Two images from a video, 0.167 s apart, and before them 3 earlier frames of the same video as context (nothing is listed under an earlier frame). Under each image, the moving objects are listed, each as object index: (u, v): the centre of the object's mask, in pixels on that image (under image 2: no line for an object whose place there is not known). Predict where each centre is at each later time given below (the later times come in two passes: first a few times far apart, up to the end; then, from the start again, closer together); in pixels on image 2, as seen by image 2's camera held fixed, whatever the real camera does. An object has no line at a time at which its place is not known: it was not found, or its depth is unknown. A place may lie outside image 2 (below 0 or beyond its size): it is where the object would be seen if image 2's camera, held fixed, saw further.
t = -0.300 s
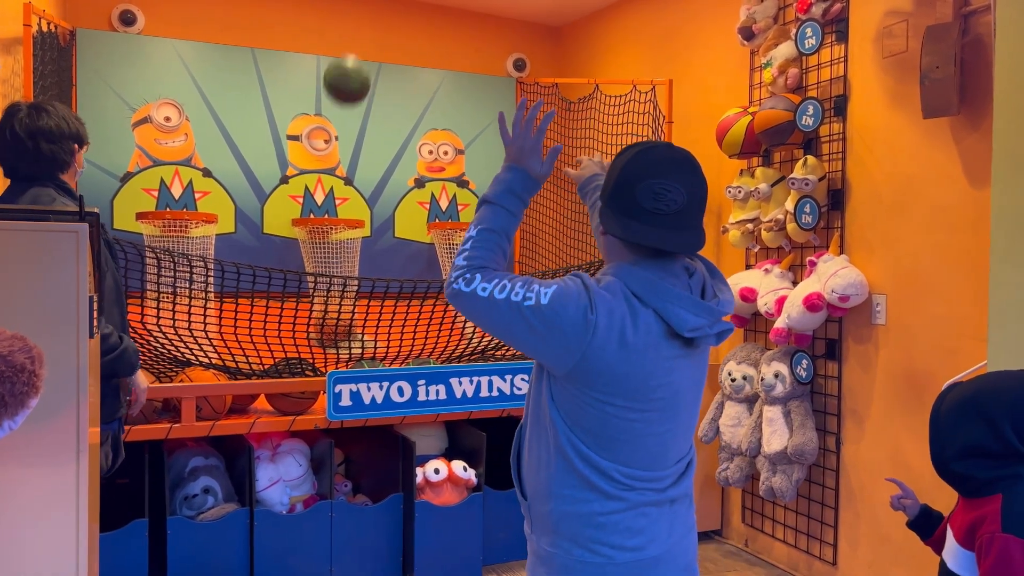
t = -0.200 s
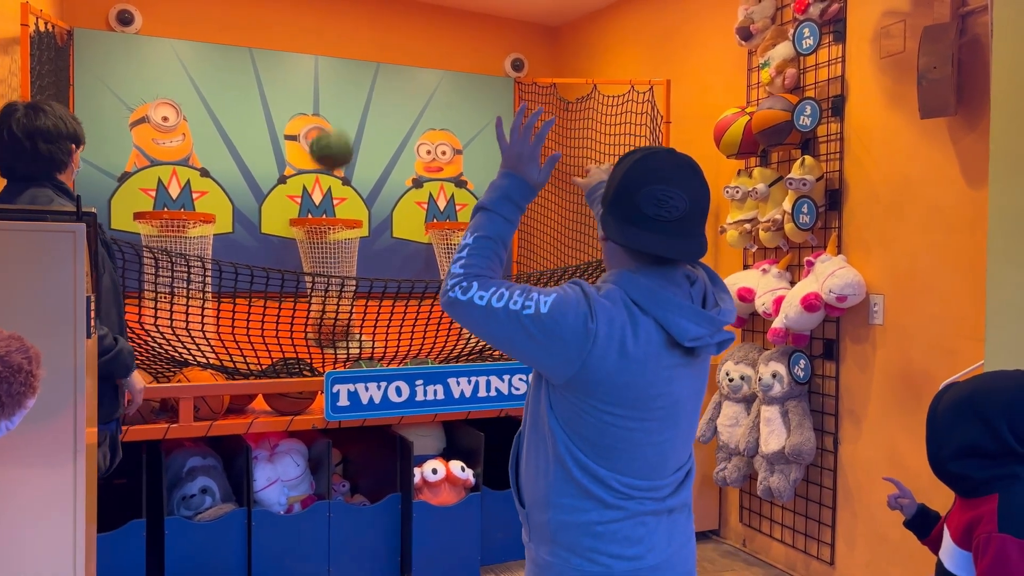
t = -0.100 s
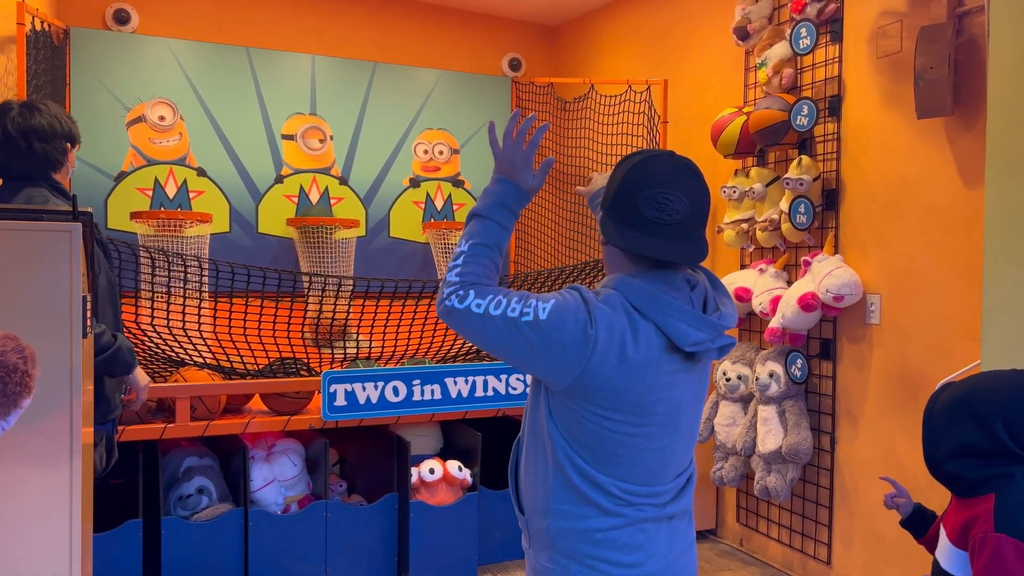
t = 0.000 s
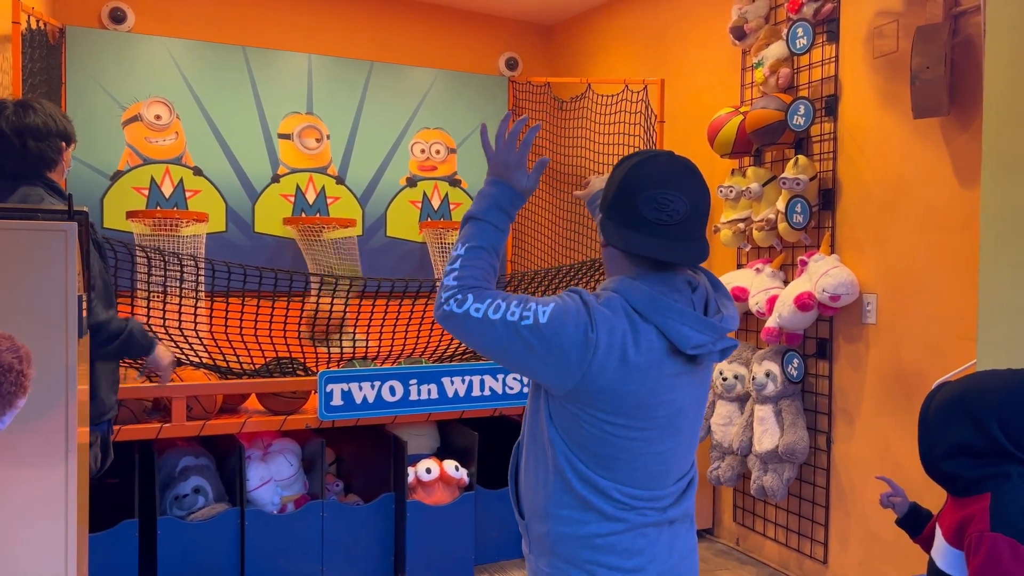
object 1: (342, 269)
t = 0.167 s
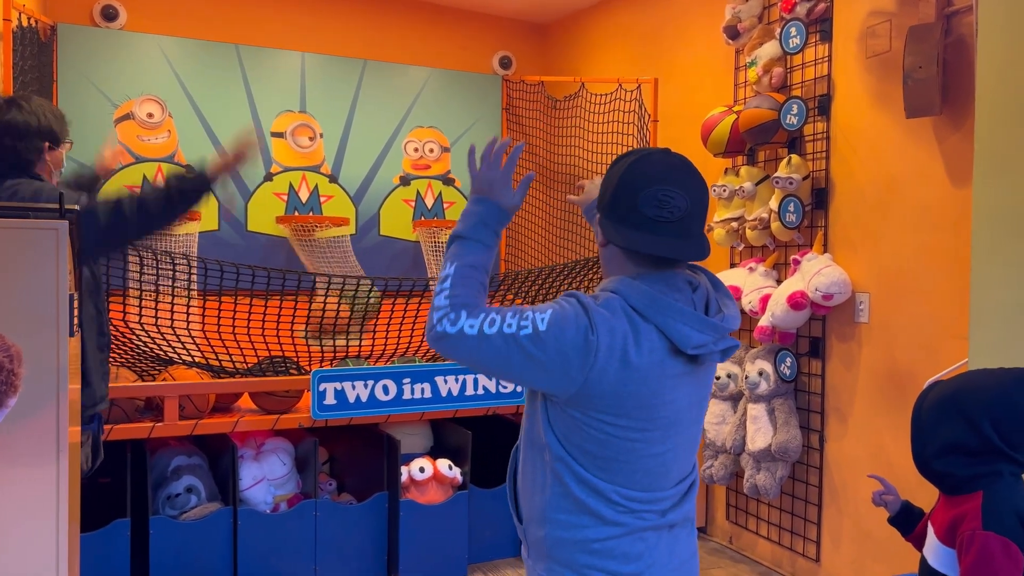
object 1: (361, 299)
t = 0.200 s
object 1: (365, 301)
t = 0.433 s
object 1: (362, 305)
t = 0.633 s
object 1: (357, 305)
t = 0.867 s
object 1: (358, 304)
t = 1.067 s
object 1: (357, 304)
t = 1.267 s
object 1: (357, 307)
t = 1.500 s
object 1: (358, 307)
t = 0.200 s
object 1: (365, 301)
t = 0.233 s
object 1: (367, 301)
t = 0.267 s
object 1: (365, 299)
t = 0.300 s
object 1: (369, 303)
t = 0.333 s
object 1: (368, 303)
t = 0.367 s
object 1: (367, 305)
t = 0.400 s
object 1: (366, 308)
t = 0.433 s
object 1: (362, 305)
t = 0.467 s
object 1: (362, 308)
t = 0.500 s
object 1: (362, 309)
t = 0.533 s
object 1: (359, 306)
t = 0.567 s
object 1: (358, 305)
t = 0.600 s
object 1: (356, 303)
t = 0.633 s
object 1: (357, 305)
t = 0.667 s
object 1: (354, 303)
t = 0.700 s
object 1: (356, 303)
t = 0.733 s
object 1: (356, 304)
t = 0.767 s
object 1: (355, 304)
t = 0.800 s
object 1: (356, 304)
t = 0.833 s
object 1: (357, 304)
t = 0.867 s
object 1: (358, 304)
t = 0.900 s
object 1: (358, 304)
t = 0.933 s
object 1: (358, 306)
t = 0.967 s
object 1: (357, 306)
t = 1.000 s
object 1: (358, 305)
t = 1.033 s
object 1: (358, 306)
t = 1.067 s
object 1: (357, 304)
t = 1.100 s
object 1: (357, 305)
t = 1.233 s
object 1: (357, 306)
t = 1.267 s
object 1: (357, 307)
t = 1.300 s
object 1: (357, 305)
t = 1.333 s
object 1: (358, 306)
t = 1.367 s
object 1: (358, 306)
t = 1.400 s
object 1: (358, 305)
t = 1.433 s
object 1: (358, 307)
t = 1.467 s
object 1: (357, 305)
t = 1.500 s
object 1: (358, 307)
